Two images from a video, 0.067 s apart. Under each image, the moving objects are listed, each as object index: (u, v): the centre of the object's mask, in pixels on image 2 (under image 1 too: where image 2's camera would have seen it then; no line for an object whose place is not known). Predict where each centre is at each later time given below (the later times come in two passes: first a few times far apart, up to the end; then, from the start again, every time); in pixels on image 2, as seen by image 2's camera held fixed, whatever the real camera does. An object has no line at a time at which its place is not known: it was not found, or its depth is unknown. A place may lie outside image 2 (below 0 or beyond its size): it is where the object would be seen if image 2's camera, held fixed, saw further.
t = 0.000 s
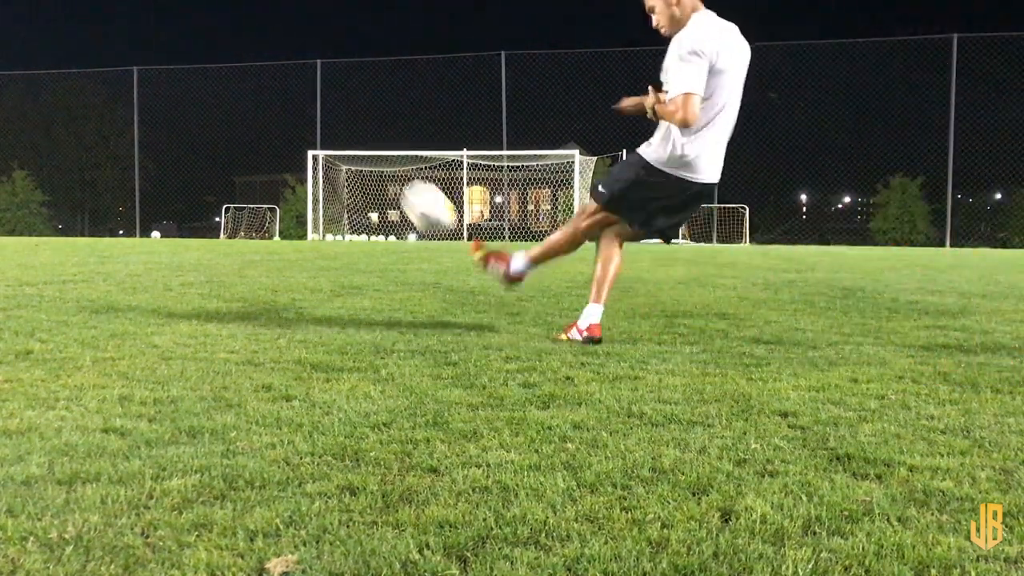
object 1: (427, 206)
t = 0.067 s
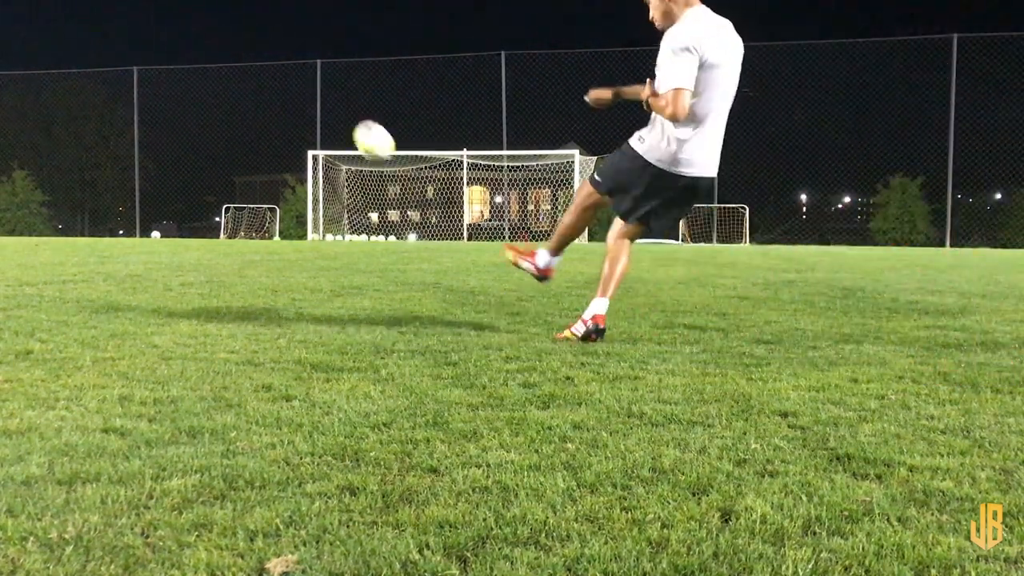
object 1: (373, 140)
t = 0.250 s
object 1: (317, 71)
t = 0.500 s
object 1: (308, 66)
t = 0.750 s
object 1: (320, 95)
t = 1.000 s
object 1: (338, 138)
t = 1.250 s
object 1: (359, 187)
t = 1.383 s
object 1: (369, 213)
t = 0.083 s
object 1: (364, 130)
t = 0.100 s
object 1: (356, 120)
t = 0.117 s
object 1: (349, 111)
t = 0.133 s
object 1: (343, 103)
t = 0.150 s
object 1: (338, 97)
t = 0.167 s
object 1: (333, 91)
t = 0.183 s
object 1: (329, 86)
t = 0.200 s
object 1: (326, 82)
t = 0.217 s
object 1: (322, 78)
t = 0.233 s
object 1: (319, 74)
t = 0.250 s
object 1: (317, 71)
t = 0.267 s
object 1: (315, 69)
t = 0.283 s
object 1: (313, 67)
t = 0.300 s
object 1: (311, 65)
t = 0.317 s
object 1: (310, 64)
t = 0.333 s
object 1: (309, 63)
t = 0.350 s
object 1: (308, 62)
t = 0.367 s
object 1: (308, 62)
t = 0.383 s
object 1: (307, 62)
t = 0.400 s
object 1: (307, 62)
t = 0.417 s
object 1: (307, 62)
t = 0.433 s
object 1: (307, 63)
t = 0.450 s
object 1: (307, 63)
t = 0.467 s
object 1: (307, 64)
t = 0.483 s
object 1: (307, 65)
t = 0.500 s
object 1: (308, 66)
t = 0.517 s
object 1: (308, 67)
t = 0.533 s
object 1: (309, 69)
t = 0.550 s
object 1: (309, 70)
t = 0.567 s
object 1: (310, 72)
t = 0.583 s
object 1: (310, 74)
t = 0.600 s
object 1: (311, 76)
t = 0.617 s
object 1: (312, 77)
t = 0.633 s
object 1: (313, 79)
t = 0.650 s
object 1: (313, 81)
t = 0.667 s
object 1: (314, 83)
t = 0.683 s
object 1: (315, 85)
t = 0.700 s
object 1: (317, 88)
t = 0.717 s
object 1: (317, 90)
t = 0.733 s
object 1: (319, 93)
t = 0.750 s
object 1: (320, 95)
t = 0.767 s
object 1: (321, 97)
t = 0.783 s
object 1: (322, 100)
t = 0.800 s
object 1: (323, 103)
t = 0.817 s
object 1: (324, 105)
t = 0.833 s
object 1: (325, 108)
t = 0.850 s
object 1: (326, 111)
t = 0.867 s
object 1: (328, 114)
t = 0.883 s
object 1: (329, 117)
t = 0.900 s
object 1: (330, 120)
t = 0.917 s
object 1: (331, 122)
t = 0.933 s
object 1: (333, 125)
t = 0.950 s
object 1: (334, 128)
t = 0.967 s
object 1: (335, 132)
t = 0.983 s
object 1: (337, 135)
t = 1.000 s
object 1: (338, 138)
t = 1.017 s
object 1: (339, 141)
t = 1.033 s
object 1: (341, 144)
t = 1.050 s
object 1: (342, 146)
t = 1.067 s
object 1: (343, 148)
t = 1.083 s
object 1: (345, 154)
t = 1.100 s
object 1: (346, 157)
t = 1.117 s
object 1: (347, 160)
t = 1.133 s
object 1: (349, 163)
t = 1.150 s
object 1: (350, 167)
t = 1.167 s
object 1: (352, 170)
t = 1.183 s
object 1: (353, 173)
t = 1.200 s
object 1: (355, 177)
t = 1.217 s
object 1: (356, 180)
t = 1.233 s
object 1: (357, 184)
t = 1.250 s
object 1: (359, 187)
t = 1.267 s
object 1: (361, 191)
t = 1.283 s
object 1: (362, 194)
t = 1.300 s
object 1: (363, 198)
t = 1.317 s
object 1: (365, 201)
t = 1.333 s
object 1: (366, 204)
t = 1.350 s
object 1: (367, 208)
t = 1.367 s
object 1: (368, 210)
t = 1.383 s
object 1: (369, 213)
